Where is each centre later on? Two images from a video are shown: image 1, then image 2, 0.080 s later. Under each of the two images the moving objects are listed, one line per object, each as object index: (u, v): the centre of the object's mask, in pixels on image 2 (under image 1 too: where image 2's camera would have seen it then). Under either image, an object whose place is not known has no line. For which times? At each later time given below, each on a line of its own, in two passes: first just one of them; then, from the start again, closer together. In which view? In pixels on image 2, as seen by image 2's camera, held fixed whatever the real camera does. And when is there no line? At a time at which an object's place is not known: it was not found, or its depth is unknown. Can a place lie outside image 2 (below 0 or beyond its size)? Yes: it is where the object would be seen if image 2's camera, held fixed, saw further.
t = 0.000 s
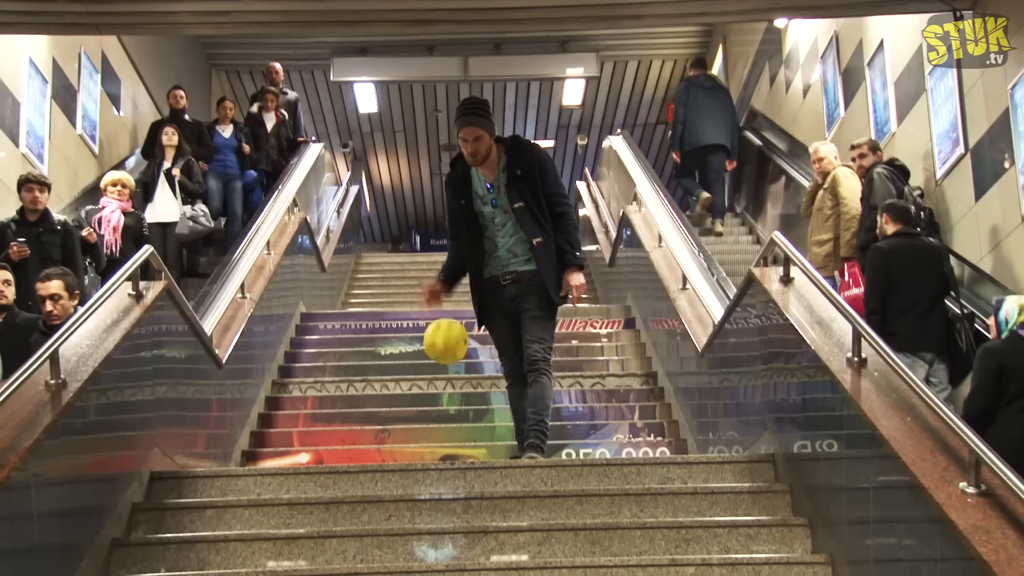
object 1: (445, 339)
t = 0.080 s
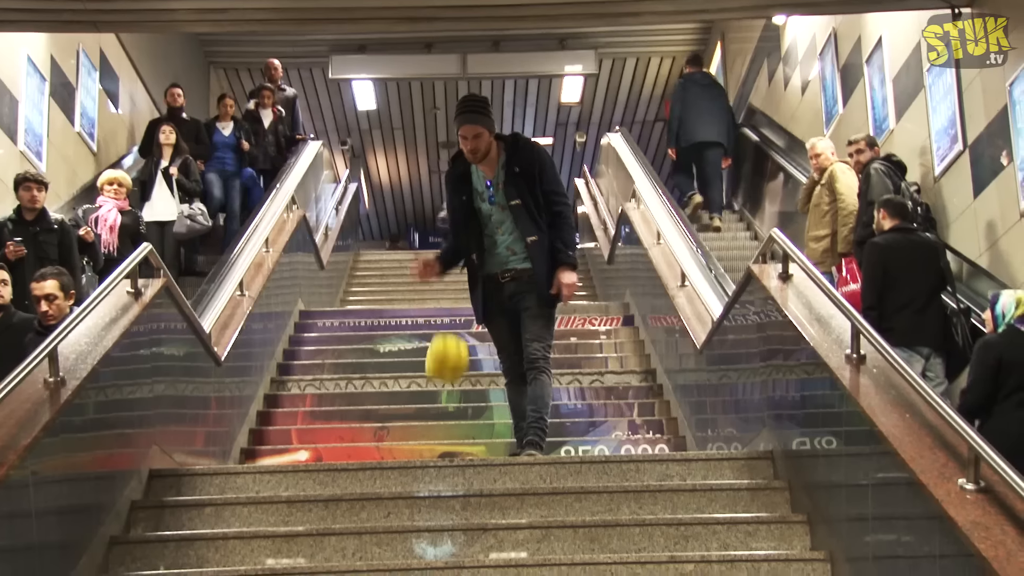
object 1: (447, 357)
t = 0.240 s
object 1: (455, 450)
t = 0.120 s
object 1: (448, 372)
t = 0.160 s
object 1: (450, 394)
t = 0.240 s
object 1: (455, 450)
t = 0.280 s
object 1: (455, 471)
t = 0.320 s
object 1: (454, 465)
